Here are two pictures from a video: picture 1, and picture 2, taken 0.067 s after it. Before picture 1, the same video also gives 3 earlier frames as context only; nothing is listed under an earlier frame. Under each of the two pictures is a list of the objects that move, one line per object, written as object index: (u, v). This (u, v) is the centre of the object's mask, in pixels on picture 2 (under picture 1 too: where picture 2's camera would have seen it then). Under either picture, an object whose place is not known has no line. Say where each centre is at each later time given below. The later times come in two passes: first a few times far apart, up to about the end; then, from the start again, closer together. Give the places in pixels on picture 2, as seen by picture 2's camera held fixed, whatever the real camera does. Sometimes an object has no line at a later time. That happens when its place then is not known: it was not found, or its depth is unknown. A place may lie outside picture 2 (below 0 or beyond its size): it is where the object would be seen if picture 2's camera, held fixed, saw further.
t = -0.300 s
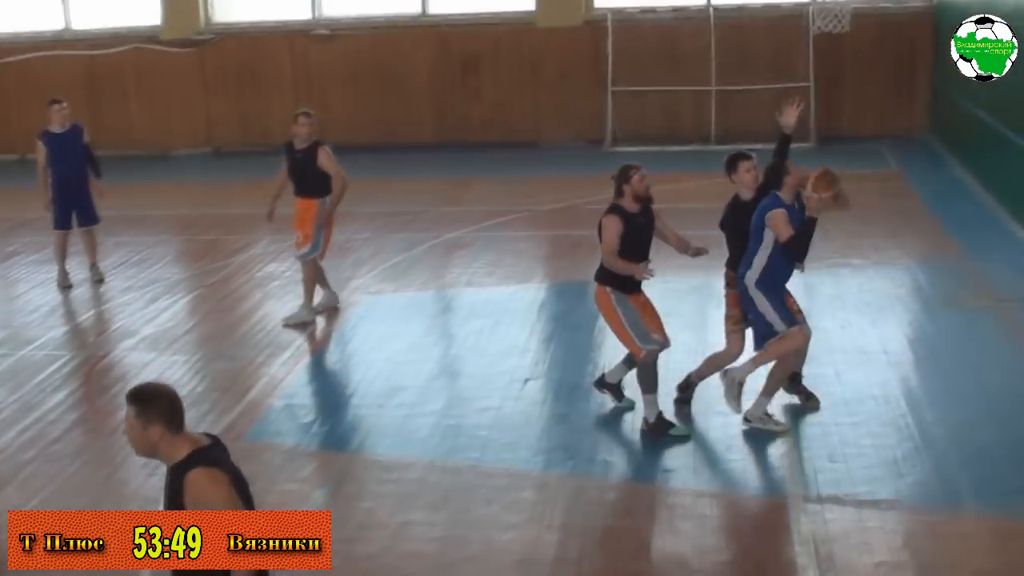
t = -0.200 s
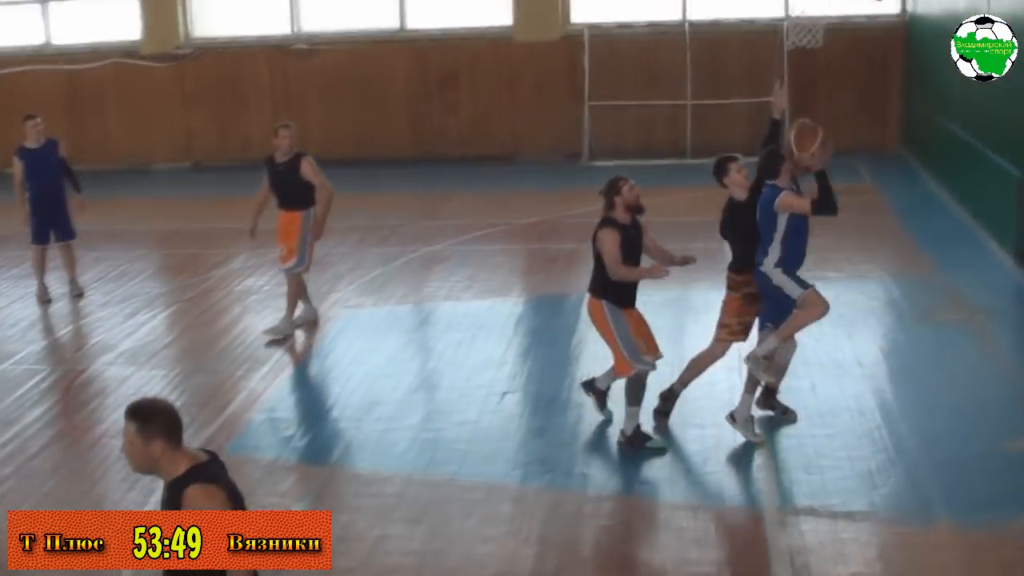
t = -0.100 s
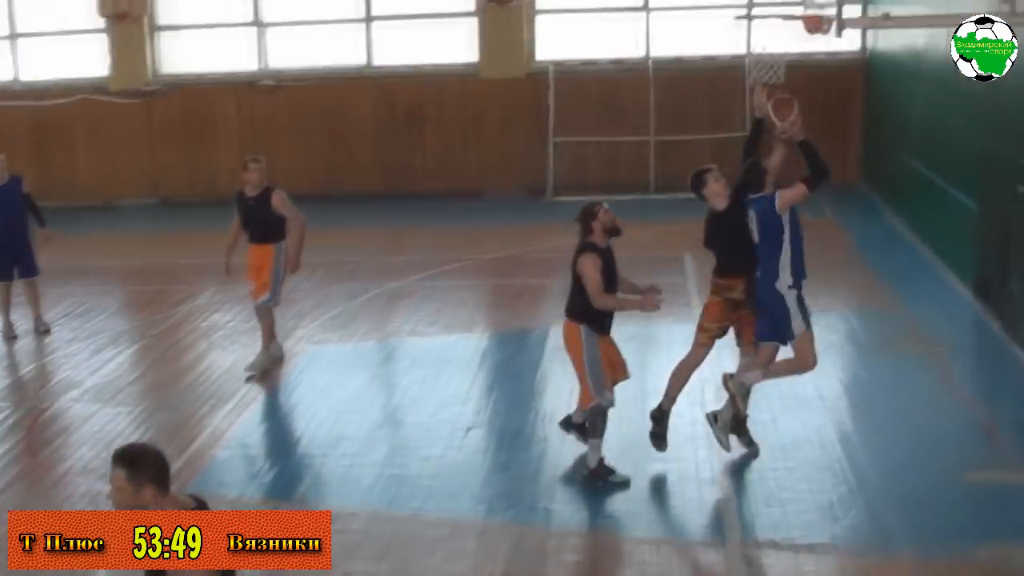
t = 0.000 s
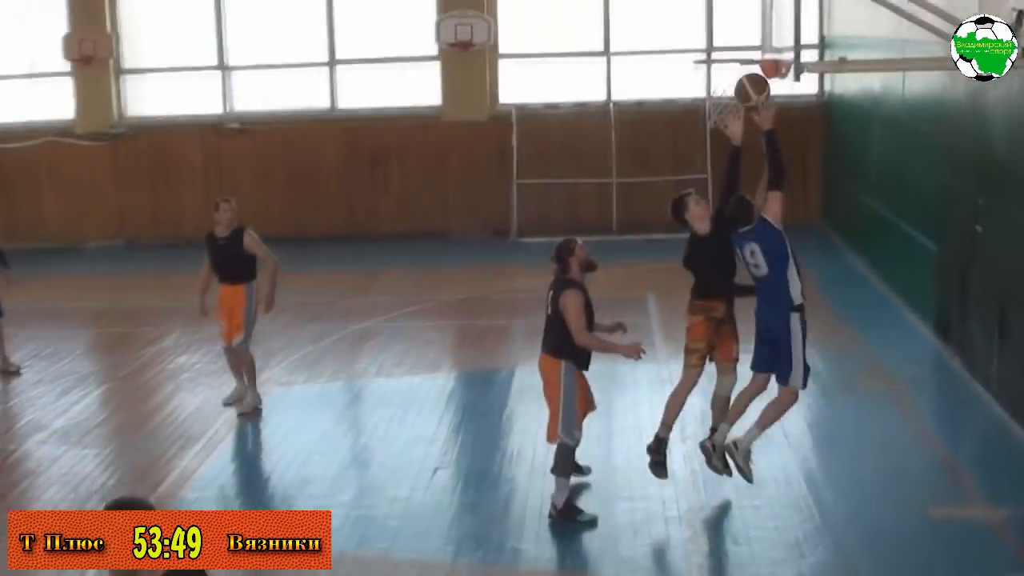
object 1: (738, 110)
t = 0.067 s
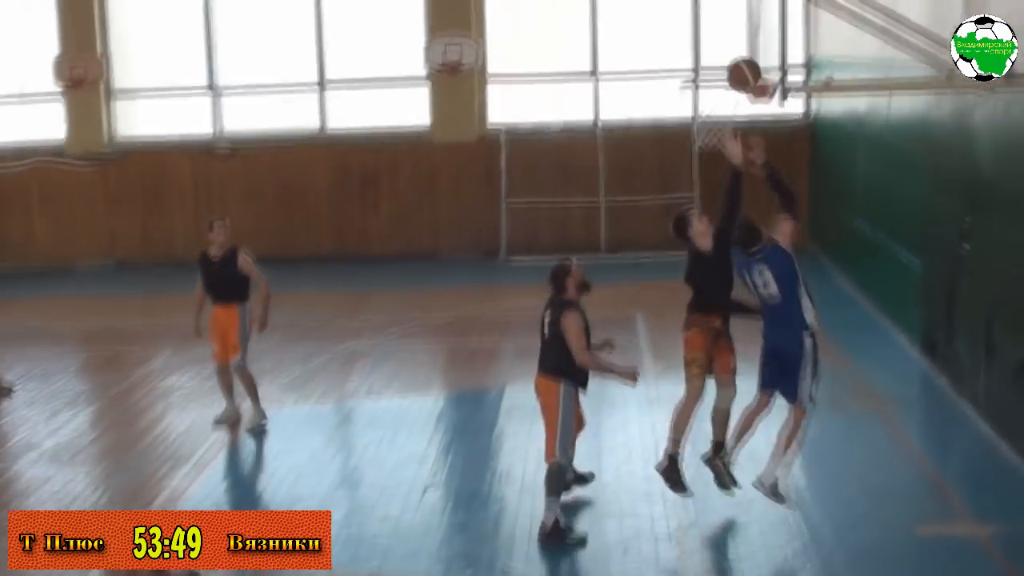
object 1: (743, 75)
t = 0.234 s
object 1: (757, 18)
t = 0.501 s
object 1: (732, 26)
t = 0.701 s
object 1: (718, 89)
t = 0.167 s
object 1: (752, 35)
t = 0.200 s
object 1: (755, 25)
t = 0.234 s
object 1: (757, 18)
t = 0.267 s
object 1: (754, 14)
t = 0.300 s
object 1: (751, 12)
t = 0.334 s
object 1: (747, 11)
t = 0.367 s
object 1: (745, 11)
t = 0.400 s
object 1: (742, 12)
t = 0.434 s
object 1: (739, 16)
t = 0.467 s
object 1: (735, 20)
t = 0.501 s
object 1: (732, 26)
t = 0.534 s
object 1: (730, 34)
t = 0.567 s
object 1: (727, 42)
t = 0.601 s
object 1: (725, 52)
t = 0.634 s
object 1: (723, 64)
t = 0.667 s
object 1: (720, 75)
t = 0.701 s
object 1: (718, 89)
